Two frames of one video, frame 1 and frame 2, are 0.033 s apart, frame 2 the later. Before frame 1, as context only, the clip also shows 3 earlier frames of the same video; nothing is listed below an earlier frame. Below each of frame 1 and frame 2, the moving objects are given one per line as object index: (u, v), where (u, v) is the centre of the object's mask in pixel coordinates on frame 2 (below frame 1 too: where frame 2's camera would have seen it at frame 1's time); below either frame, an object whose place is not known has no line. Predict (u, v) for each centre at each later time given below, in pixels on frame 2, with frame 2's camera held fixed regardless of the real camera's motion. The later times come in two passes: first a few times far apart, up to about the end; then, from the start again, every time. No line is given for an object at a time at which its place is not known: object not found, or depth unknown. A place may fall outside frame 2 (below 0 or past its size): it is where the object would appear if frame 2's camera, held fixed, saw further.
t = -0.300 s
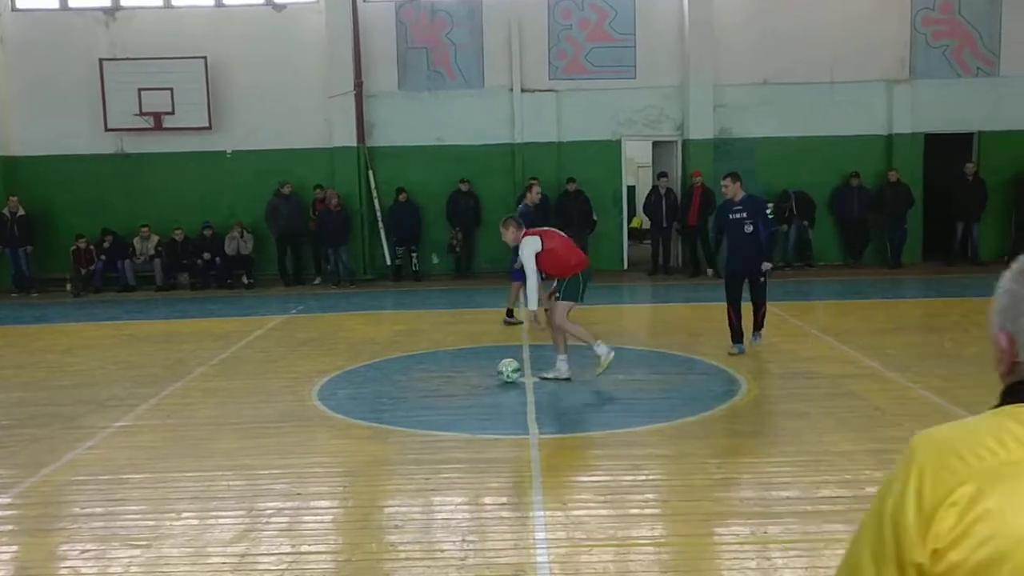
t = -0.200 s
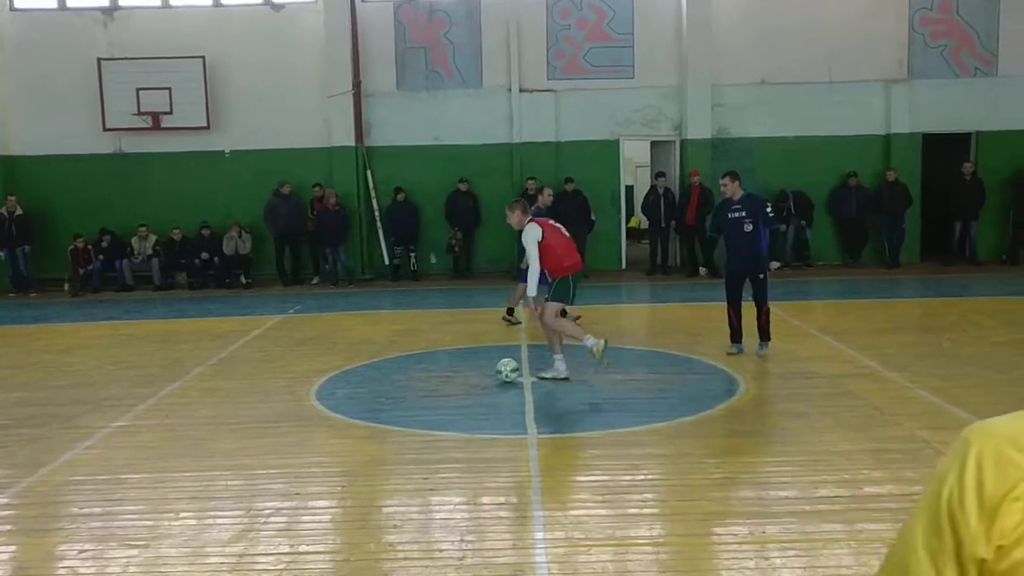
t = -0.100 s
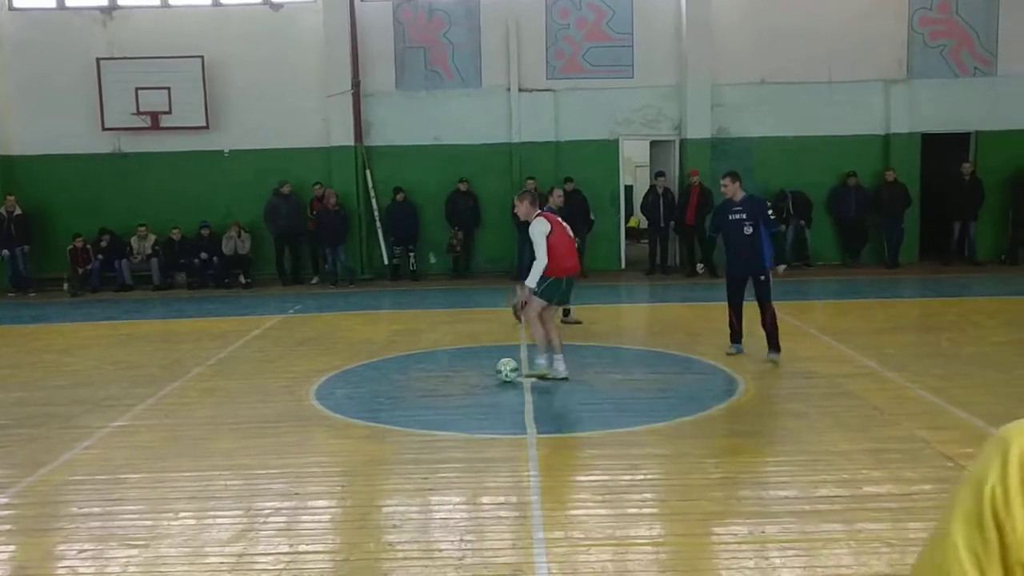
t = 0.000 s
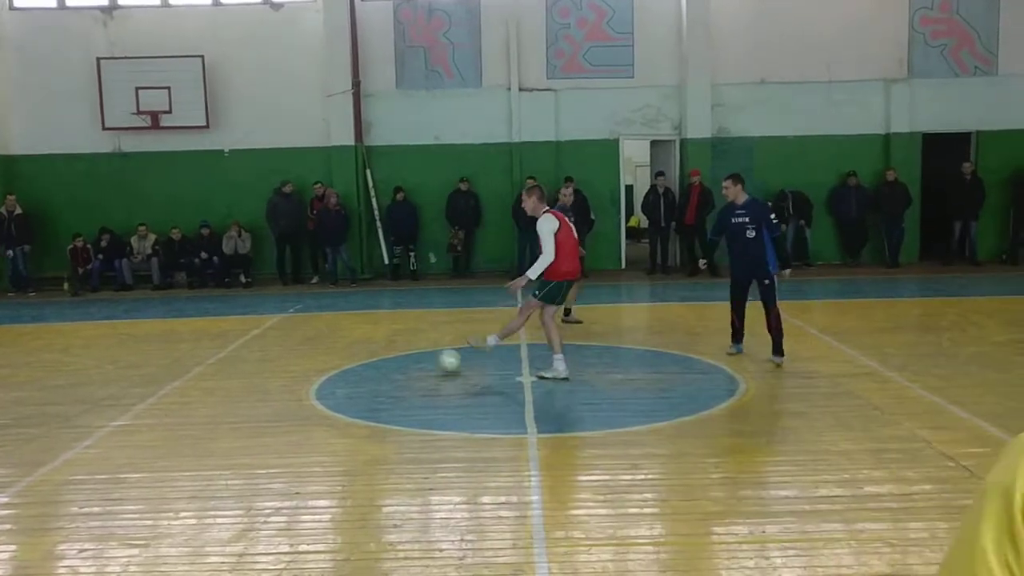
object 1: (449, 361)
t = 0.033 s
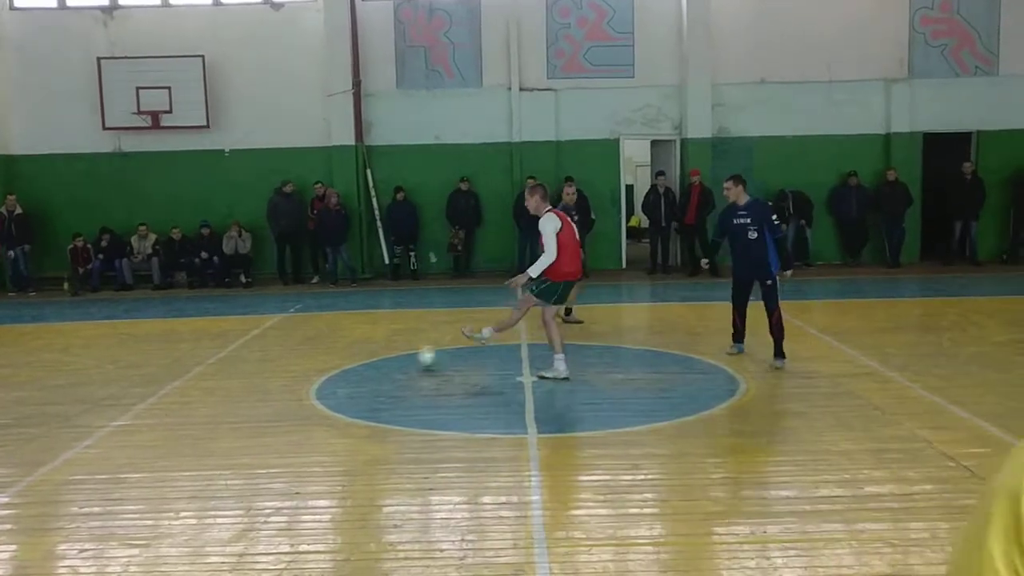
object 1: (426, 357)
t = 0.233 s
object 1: (320, 342)
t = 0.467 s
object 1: (234, 330)
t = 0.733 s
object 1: (159, 321)
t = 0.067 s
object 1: (407, 356)
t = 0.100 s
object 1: (388, 350)
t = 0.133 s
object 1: (370, 349)
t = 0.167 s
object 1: (352, 346)
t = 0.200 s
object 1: (334, 344)
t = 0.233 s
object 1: (320, 342)
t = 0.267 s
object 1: (306, 340)
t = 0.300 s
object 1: (291, 338)
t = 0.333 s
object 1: (279, 336)
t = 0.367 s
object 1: (266, 335)
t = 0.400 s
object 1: (256, 334)
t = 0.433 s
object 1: (244, 331)
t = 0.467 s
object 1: (234, 330)
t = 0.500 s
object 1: (224, 329)
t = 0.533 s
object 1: (213, 326)
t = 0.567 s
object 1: (203, 326)
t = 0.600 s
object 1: (195, 326)
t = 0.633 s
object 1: (184, 325)
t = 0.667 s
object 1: (177, 322)
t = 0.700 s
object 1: (167, 322)
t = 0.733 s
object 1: (159, 321)
